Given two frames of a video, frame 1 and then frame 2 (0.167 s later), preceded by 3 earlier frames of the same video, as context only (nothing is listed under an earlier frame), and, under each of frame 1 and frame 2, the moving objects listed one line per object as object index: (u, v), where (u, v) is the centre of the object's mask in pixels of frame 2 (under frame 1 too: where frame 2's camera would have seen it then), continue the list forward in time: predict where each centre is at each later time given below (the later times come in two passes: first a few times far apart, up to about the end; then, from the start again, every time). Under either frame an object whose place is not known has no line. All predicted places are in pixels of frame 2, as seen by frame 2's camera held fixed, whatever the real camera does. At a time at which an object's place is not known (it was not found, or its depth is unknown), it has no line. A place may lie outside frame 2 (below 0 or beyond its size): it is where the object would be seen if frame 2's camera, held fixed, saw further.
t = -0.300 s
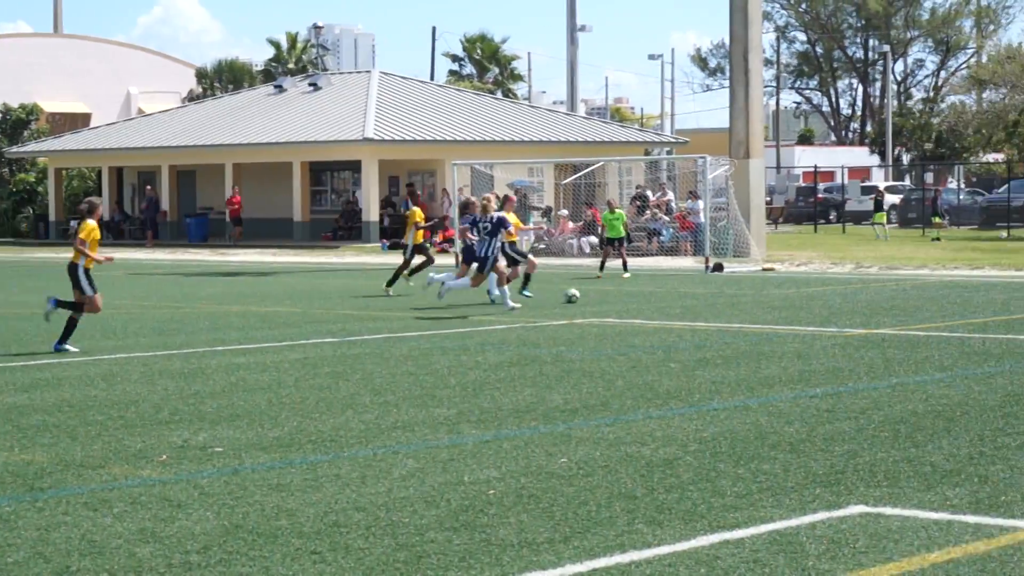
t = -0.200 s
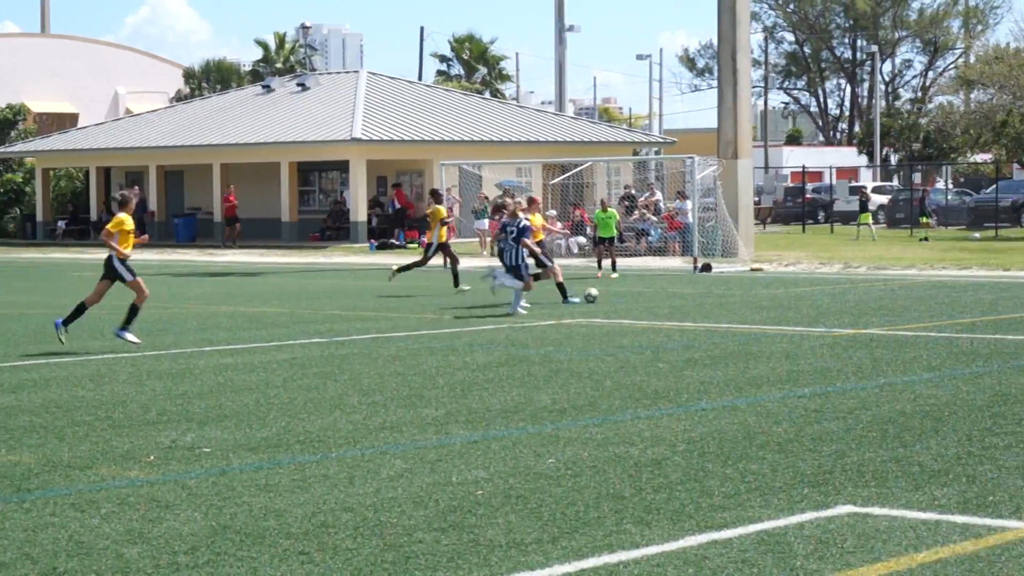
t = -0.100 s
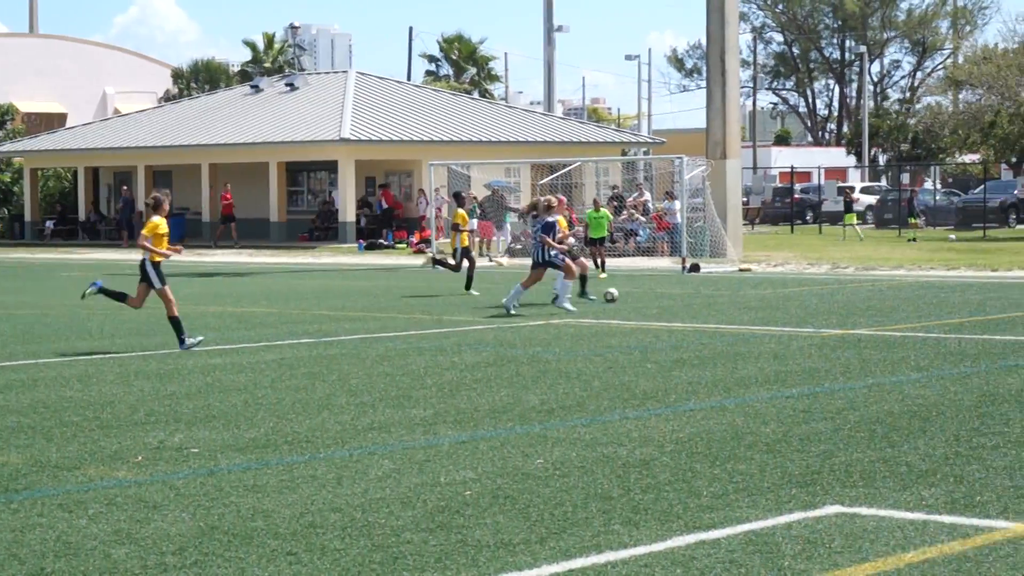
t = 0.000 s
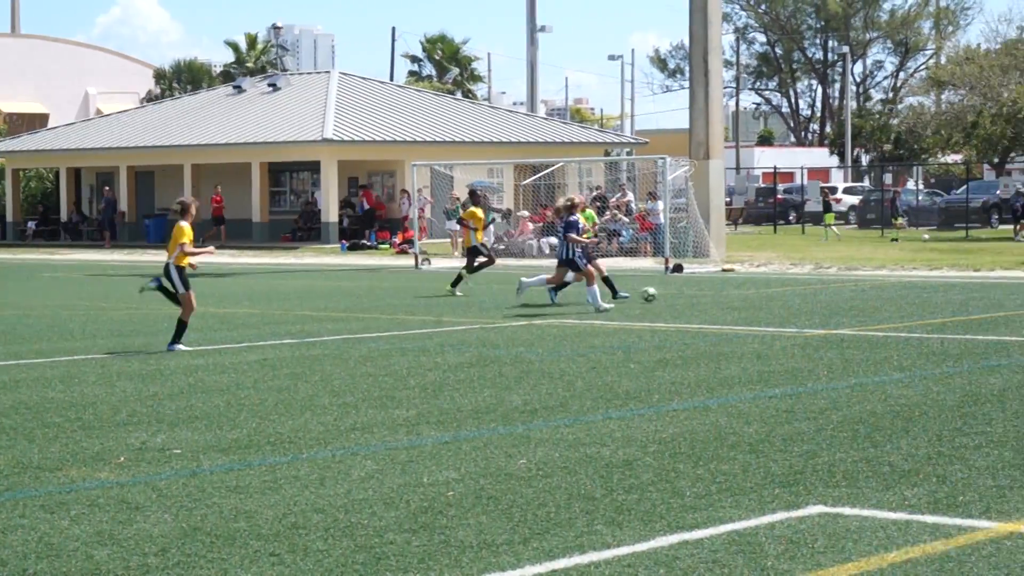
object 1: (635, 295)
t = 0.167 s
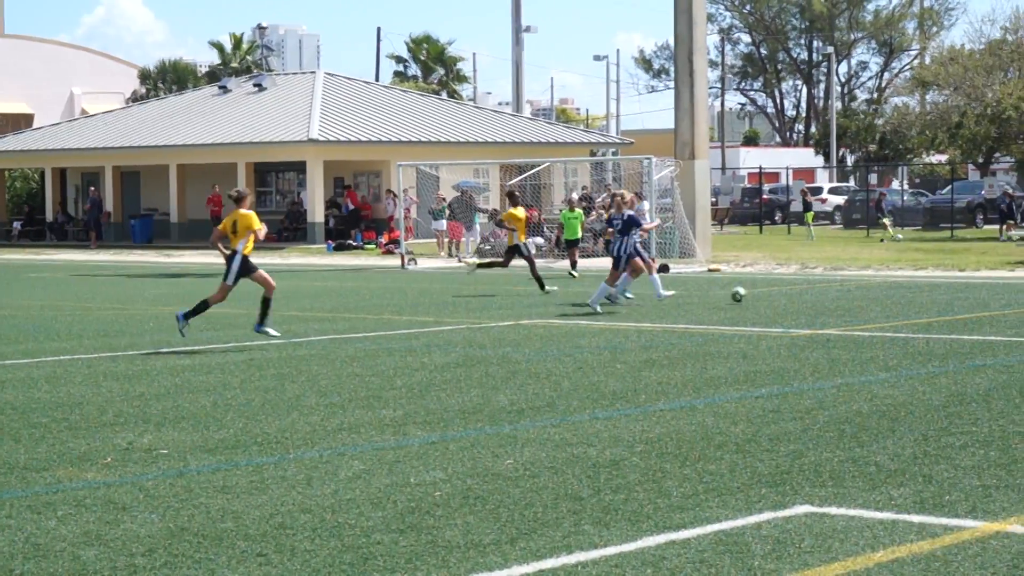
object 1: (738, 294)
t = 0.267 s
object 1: (797, 296)
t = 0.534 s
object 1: (935, 293)
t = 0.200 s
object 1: (758, 295)
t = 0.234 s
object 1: (778, 296)
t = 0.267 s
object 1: (797, 296)
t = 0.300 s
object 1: (814, 295)
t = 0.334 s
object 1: (833, 295)
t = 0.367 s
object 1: (851, 295)
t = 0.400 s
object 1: (869, 296)
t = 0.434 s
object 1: (886, 295)
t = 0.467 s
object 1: (902, 294)
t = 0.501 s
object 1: (919, 293)
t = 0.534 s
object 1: (935, 293)
